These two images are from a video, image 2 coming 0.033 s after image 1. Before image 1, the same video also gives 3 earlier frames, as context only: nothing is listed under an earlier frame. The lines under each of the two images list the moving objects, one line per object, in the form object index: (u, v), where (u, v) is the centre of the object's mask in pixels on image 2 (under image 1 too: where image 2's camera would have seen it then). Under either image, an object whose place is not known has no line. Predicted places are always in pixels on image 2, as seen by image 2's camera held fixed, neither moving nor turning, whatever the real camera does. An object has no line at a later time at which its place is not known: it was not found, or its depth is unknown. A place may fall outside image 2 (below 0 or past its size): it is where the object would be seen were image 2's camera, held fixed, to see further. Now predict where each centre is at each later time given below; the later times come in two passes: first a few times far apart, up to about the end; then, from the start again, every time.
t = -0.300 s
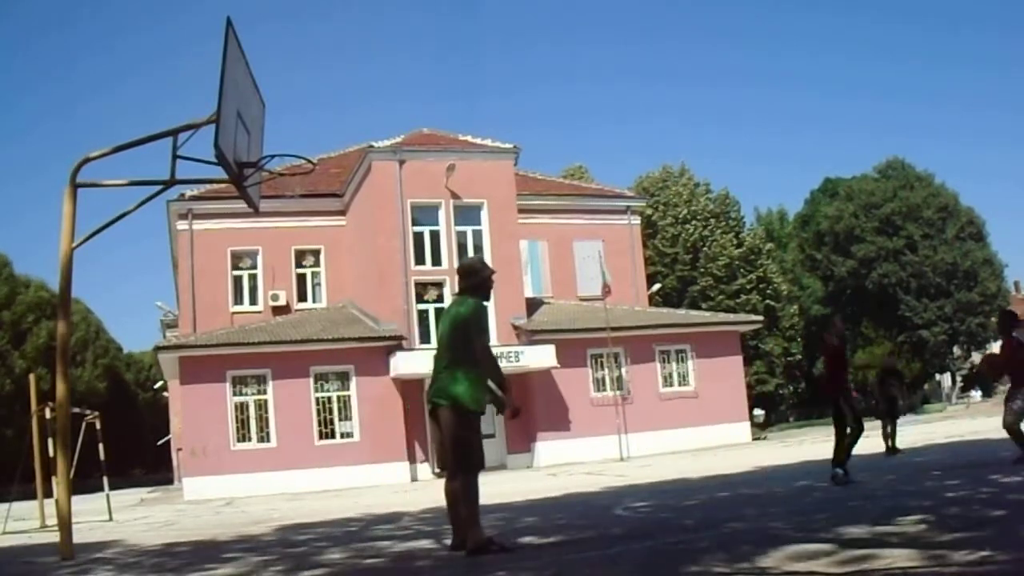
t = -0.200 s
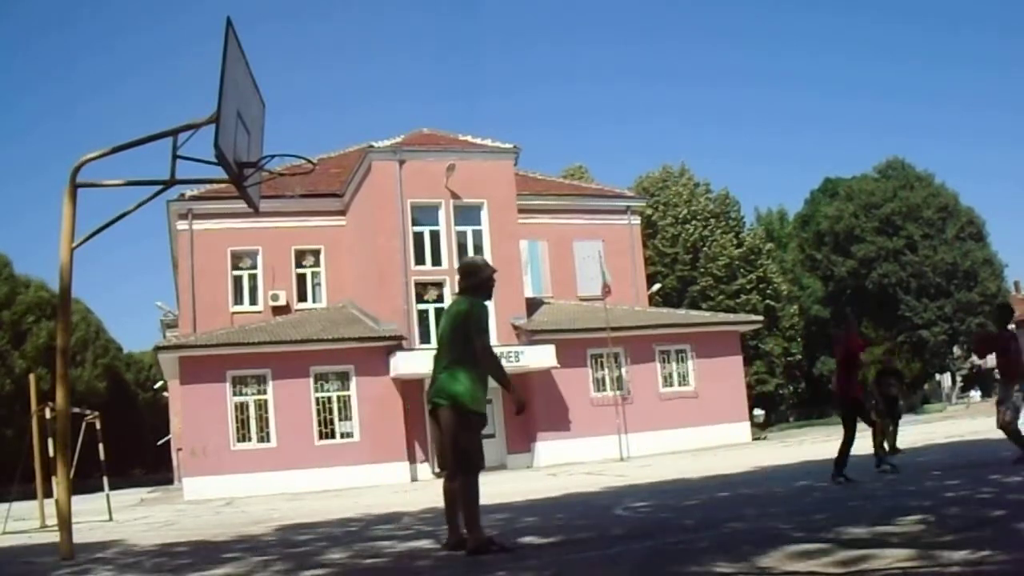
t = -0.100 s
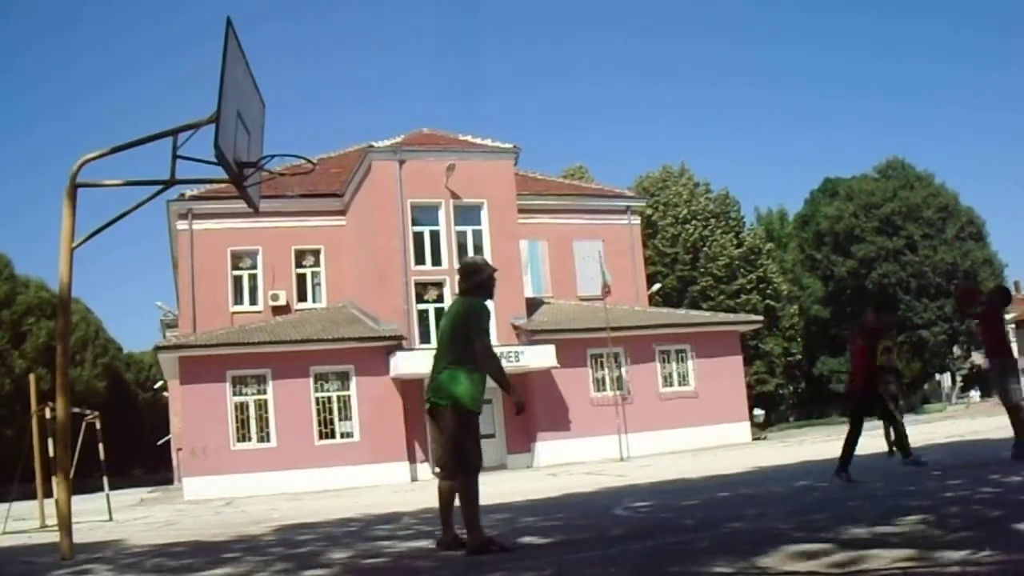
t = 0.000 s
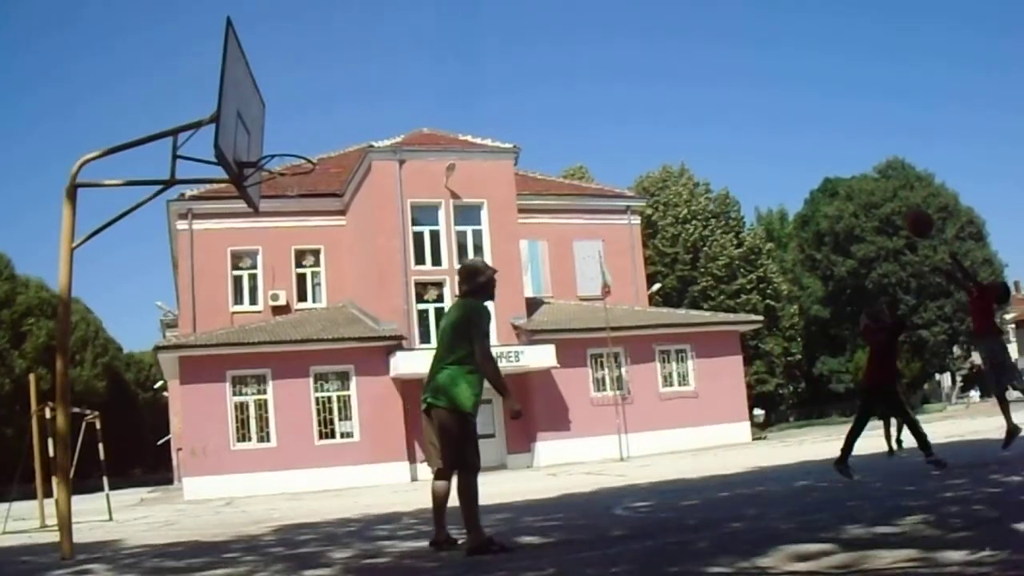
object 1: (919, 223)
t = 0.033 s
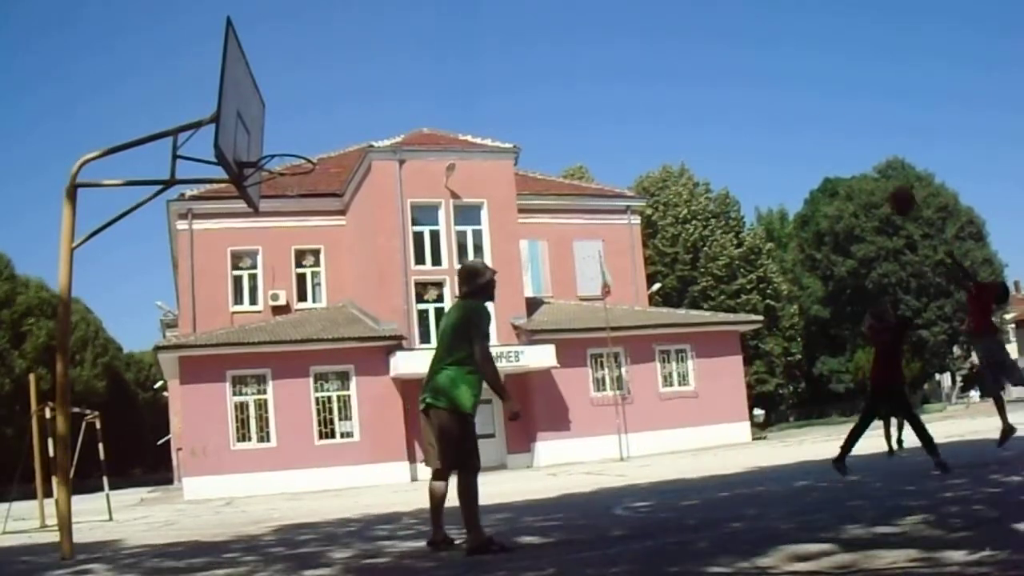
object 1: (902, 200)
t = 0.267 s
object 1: (779, 84)
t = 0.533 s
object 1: (651, 31)
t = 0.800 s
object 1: (533, 56)
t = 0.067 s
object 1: (883, 179)
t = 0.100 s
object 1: (866, 160)
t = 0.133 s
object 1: (848, 142)
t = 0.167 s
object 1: (831, 125)
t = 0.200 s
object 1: (813, 110)
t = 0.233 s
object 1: (796, 96)
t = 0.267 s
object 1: (779, 84)
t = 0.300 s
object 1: (763, 73)
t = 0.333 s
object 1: (746, 63)
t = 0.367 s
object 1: (730, 55)
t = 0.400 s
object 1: (714, 47)
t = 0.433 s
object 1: (698, 41)
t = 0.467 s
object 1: (682, 36)
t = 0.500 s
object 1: (667, 33)
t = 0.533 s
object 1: (651, 31)
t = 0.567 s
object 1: (636, 30)
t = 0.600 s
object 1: (621, 30)
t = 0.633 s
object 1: (606, 31)
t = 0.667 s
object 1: (591, 33)
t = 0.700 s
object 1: (576, 37)
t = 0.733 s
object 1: (562, 42)
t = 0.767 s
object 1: (548, 48)
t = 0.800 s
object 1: (533, 56)
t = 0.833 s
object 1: (519, 65)
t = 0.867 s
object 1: (505, 75)
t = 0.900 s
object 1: (490, 86)
